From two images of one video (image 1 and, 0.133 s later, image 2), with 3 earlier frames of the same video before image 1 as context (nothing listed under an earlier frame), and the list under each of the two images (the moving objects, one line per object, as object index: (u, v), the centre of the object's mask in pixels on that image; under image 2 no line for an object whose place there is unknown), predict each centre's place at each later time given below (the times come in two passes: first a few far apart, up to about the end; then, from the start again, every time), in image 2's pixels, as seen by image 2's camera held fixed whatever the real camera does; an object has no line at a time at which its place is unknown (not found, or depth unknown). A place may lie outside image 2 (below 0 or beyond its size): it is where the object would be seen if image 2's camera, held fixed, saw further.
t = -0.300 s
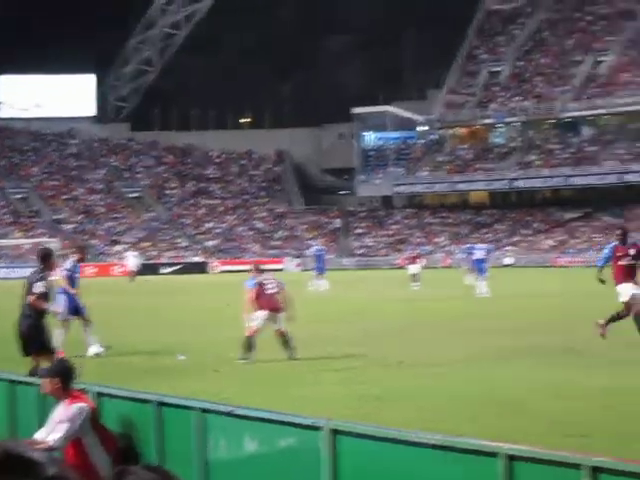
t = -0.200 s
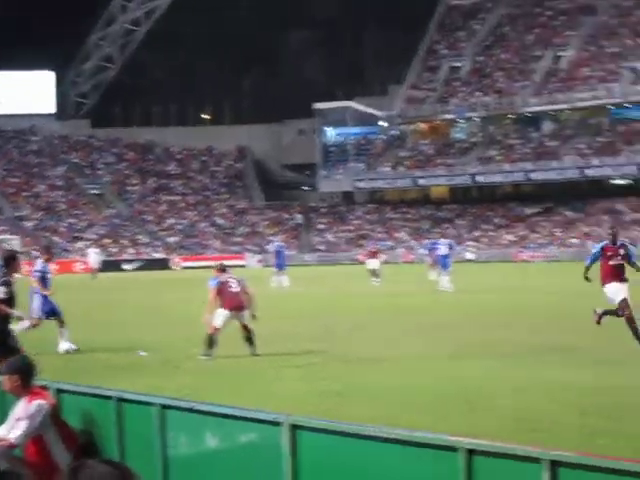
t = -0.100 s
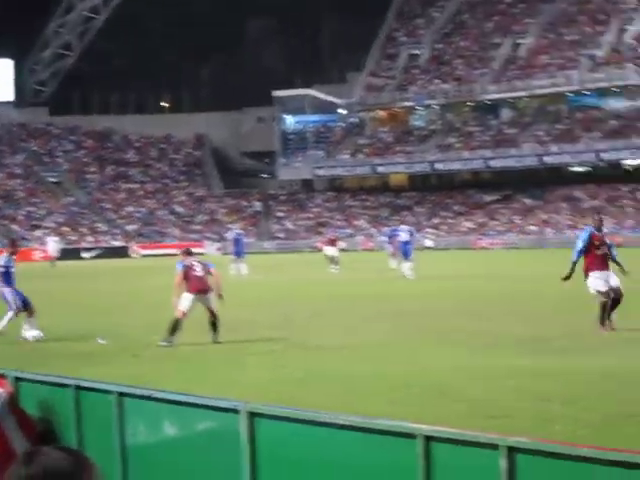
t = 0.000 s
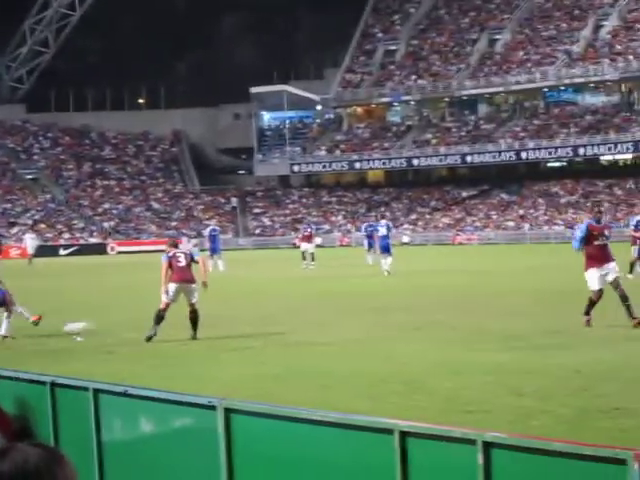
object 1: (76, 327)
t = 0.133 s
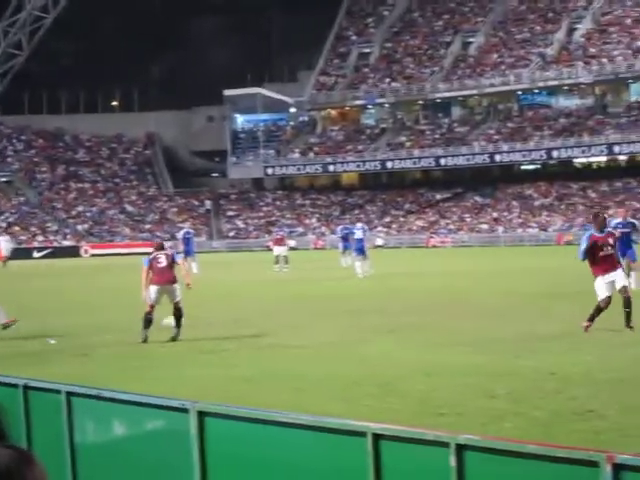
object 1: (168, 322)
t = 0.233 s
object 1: (249, 314)
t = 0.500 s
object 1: (405, 306)
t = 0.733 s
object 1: (503, 301)
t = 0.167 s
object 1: (201, 319)
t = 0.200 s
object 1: (226, 316)
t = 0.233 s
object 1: (249, 314)
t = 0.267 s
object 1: (273, 312)
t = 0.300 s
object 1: (295, 312)
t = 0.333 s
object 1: (316, 312)
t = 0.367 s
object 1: (336, 310)
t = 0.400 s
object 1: (354, 309)
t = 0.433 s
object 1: (372, 308)
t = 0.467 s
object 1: (390, 308)
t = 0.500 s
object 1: (405, 306)
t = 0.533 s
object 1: (419, 303)
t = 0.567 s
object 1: (434, 301)
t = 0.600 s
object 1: (448, 298)
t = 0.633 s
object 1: (463, 298)
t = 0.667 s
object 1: (477, 298)
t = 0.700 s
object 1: (491, 300)
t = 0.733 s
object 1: (503, 301)
